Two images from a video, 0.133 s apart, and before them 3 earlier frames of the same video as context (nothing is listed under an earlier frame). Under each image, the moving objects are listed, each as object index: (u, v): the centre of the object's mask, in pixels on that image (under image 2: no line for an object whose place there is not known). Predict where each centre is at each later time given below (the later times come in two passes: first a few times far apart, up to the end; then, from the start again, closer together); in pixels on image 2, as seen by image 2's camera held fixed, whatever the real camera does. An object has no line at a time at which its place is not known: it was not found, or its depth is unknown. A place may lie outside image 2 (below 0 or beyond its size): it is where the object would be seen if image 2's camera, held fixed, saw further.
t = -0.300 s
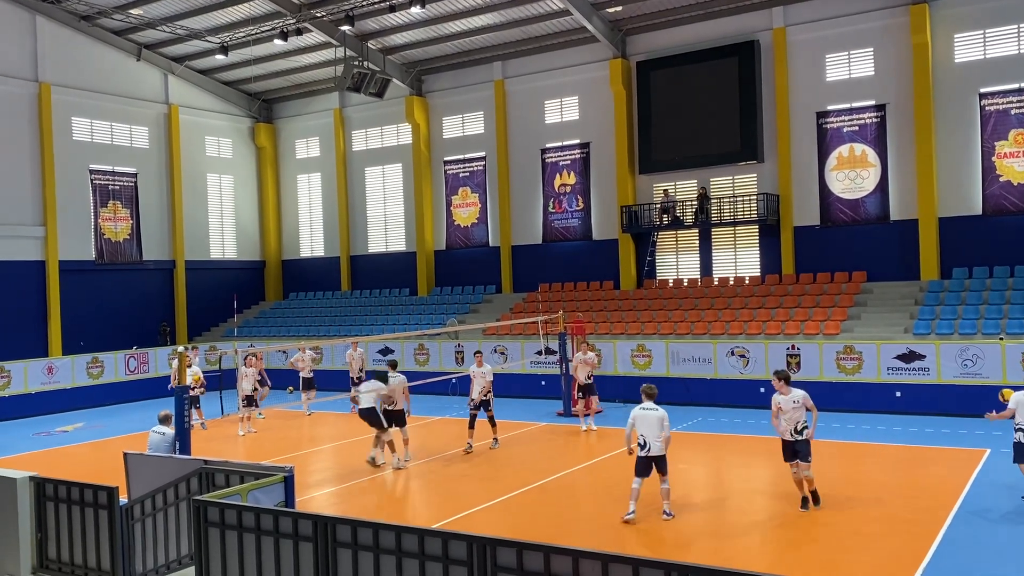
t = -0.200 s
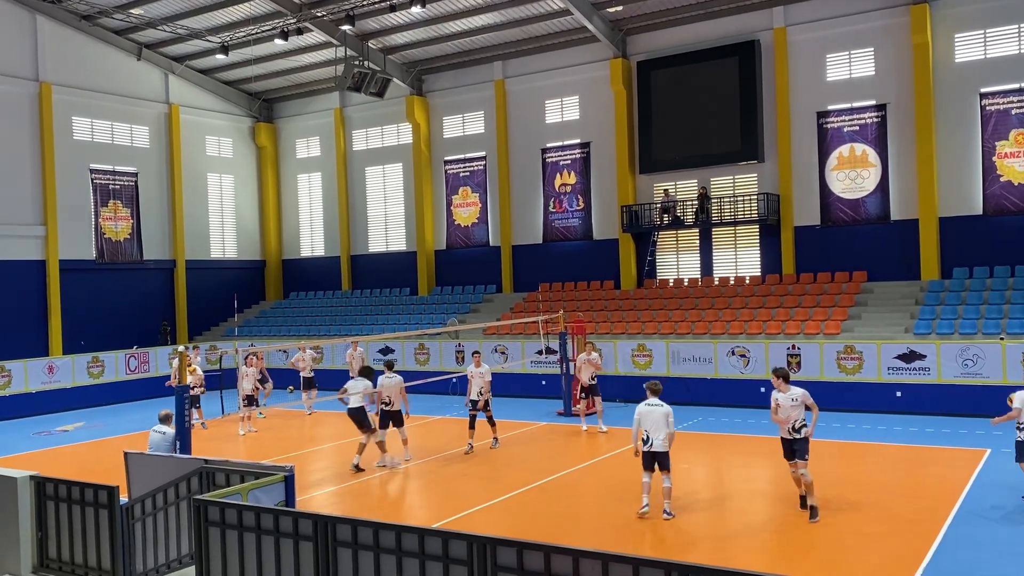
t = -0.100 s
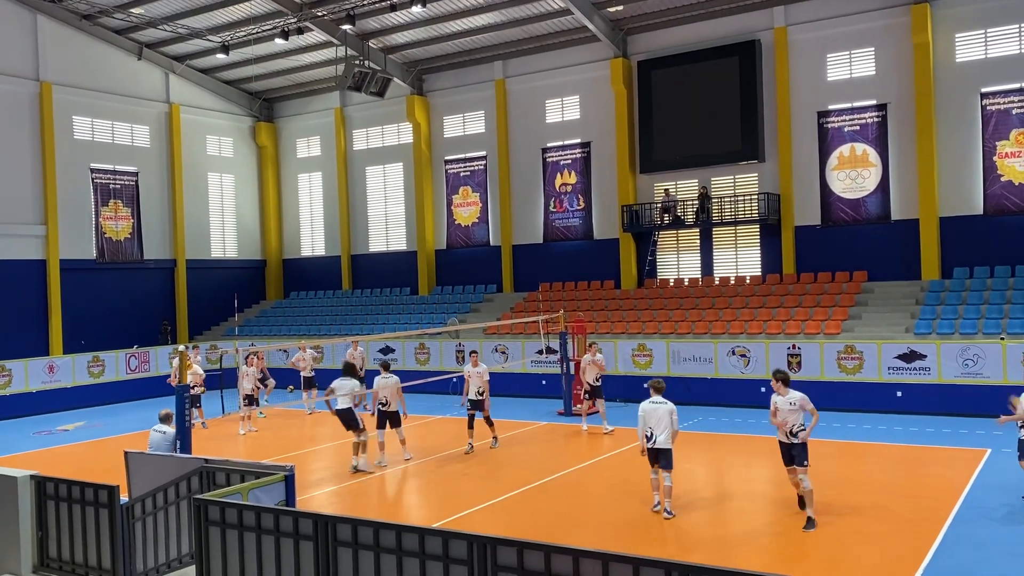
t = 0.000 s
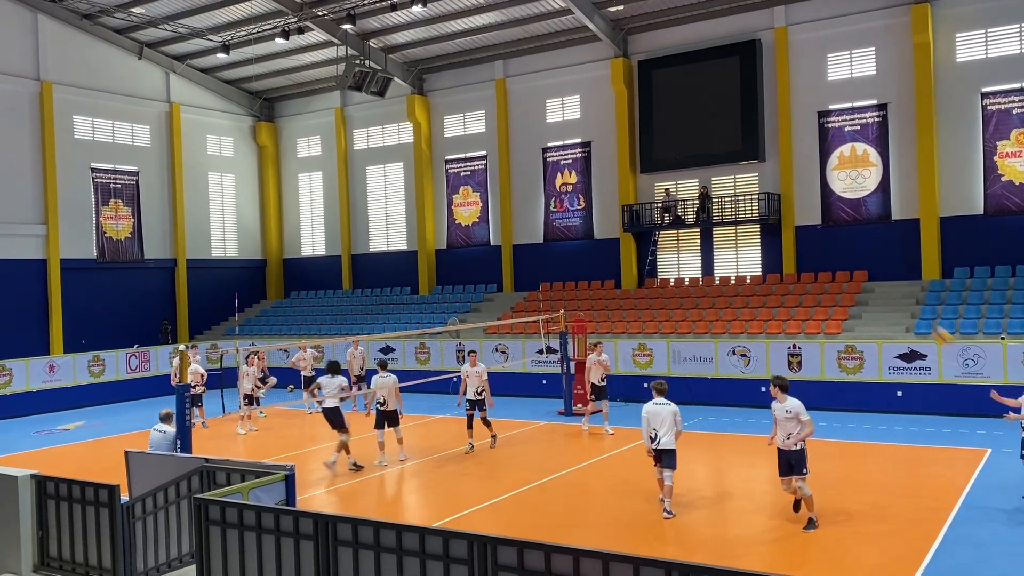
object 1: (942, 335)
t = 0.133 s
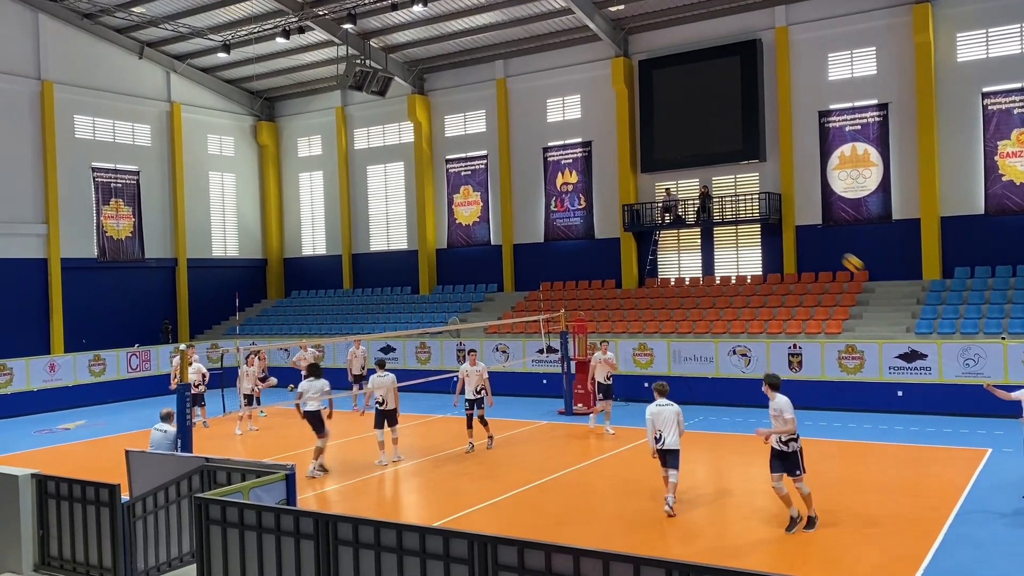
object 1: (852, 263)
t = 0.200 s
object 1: (811, 234)
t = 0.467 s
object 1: (673, 156)
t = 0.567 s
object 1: (631, 141)
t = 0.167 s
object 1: (831, 248)
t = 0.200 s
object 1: (811, 234)
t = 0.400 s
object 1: (704, 170)
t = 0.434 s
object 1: (689, 163)
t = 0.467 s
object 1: (673, 156)
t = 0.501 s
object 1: (659, 150)
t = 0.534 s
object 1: (645, 146)
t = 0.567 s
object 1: (631, 141)
